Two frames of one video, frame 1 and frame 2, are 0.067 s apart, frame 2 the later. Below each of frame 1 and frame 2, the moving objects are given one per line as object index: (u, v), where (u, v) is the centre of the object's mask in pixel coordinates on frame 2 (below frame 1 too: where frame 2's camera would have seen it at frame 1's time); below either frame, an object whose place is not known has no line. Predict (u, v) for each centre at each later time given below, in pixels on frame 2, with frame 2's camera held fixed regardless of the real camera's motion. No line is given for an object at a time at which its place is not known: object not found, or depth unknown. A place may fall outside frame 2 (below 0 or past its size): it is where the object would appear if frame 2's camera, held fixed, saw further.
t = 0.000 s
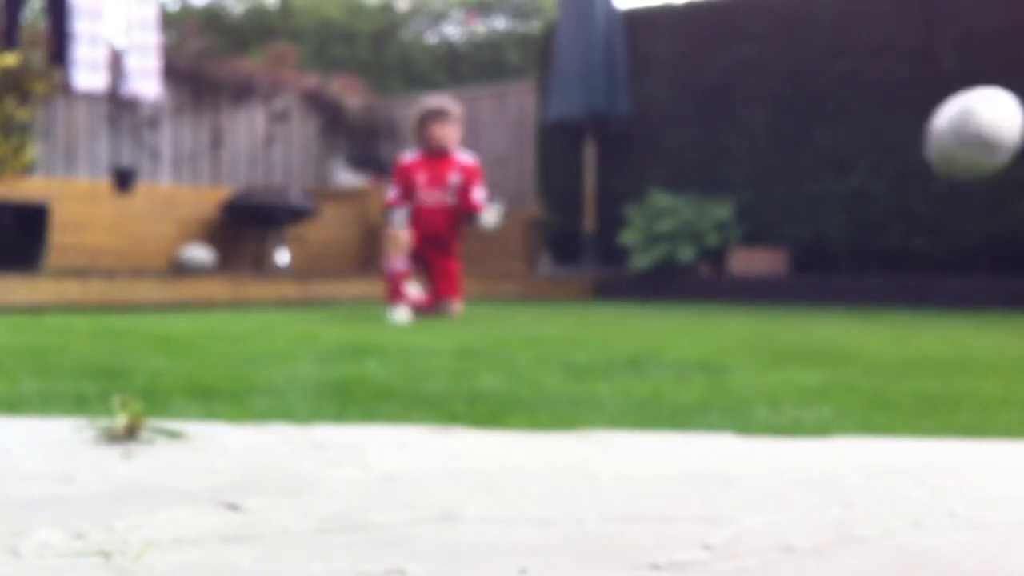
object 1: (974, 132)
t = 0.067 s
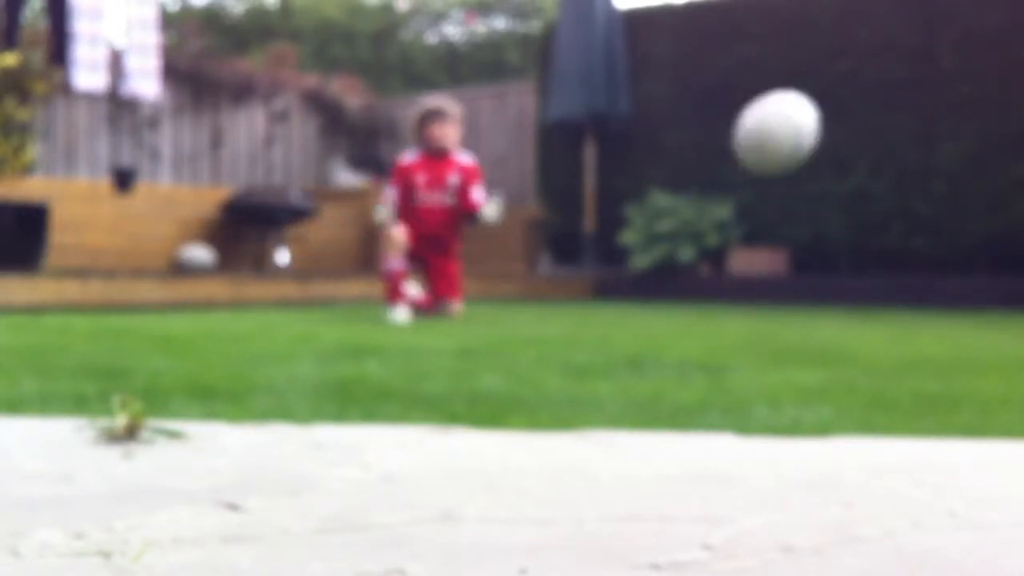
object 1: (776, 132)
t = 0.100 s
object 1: (691, 137)
